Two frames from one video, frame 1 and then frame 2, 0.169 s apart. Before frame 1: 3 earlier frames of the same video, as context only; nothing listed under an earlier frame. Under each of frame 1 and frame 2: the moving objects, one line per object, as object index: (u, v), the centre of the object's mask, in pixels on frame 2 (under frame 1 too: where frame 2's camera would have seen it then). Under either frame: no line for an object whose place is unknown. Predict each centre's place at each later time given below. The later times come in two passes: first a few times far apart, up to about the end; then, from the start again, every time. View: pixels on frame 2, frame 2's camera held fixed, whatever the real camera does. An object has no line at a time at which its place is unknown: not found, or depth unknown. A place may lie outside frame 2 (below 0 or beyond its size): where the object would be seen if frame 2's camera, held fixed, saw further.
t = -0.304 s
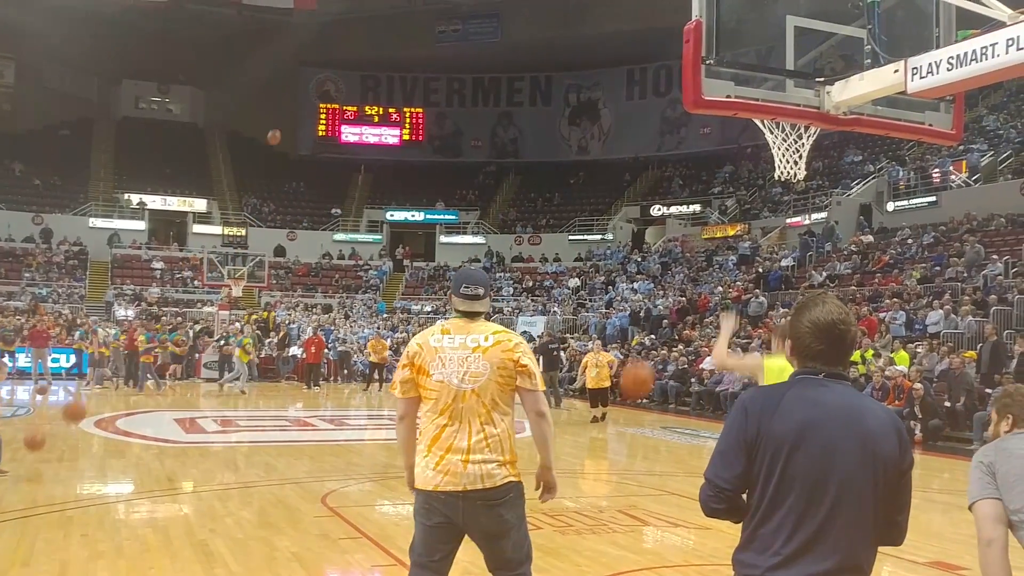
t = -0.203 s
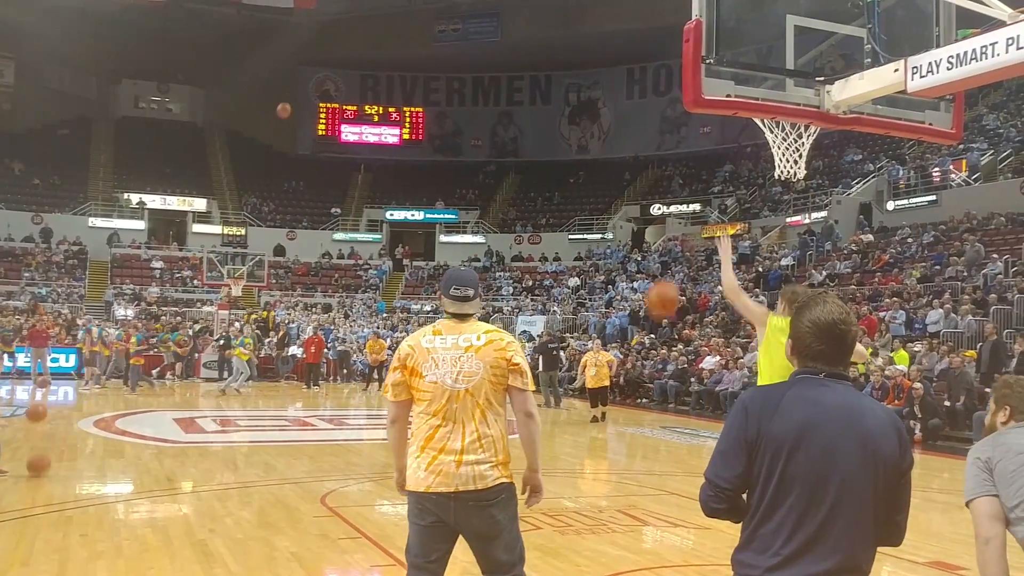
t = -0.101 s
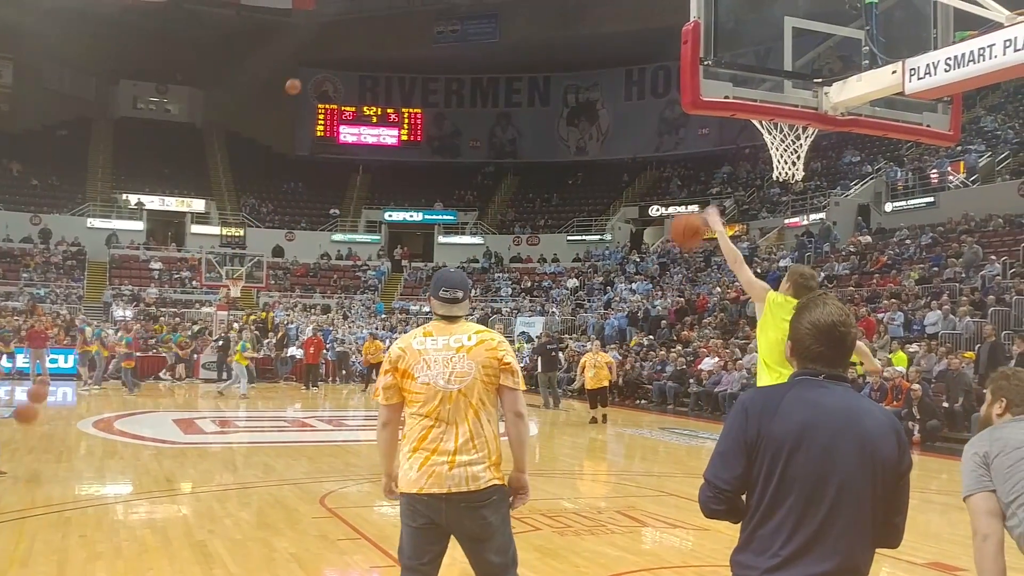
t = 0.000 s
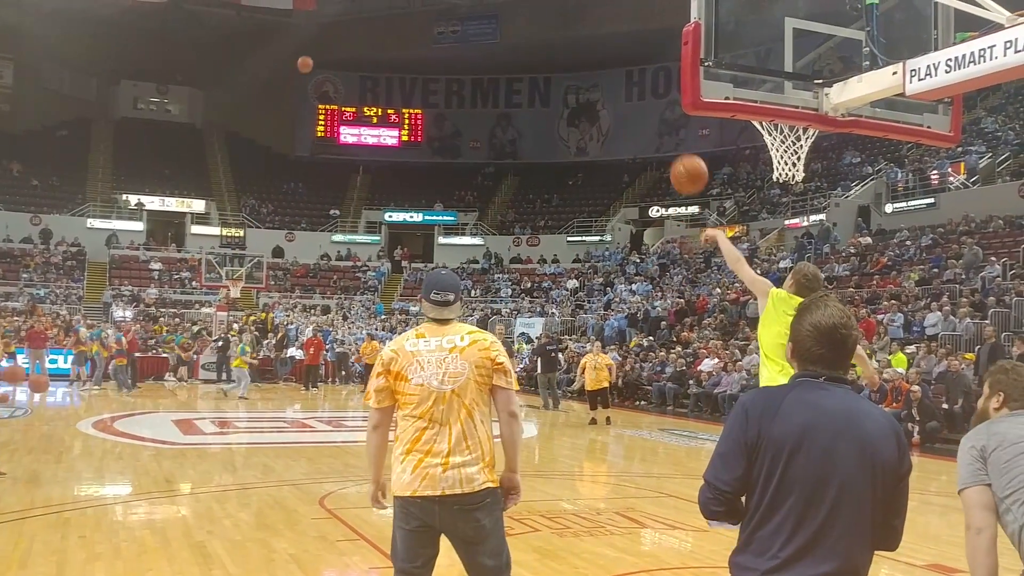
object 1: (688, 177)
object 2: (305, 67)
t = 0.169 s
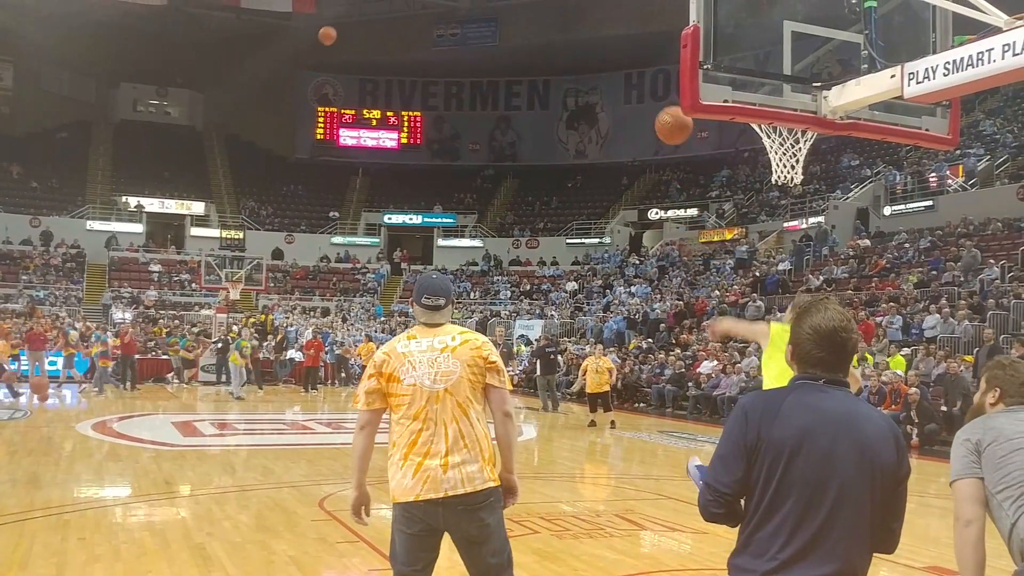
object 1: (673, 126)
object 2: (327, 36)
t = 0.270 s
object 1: (665, 114)
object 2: (344, 21)
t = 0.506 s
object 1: (642, 143)
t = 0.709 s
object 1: (623, 229)
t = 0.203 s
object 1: (670, 120)
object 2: (332, 30)
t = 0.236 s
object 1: (667, 117)
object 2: (338, 26)
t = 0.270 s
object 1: (665, 114)
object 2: (344, 21)
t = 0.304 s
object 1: (662, 113)
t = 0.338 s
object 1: (658, 115)
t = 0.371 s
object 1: (655, 116)
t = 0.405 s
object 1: (652, 121)
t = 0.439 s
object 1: (649, 126)
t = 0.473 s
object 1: (645, 134)
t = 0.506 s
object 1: (642, 143)
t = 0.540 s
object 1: (638, 153)
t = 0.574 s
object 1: (635, 166)
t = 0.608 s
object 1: (632, 180)
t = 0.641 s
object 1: (629, 194)
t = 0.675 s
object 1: (625, 211)
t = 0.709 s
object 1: (623, 229)
